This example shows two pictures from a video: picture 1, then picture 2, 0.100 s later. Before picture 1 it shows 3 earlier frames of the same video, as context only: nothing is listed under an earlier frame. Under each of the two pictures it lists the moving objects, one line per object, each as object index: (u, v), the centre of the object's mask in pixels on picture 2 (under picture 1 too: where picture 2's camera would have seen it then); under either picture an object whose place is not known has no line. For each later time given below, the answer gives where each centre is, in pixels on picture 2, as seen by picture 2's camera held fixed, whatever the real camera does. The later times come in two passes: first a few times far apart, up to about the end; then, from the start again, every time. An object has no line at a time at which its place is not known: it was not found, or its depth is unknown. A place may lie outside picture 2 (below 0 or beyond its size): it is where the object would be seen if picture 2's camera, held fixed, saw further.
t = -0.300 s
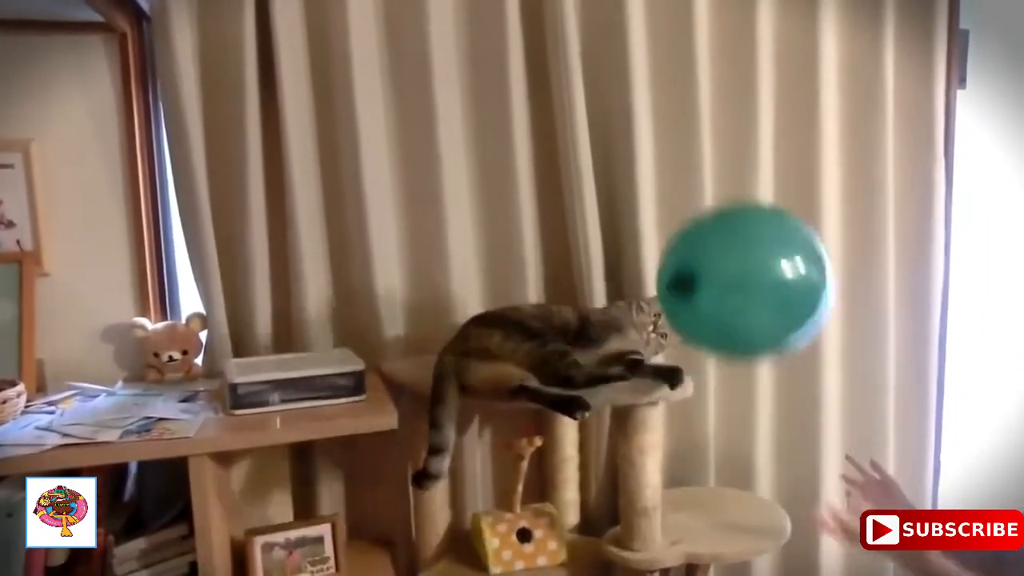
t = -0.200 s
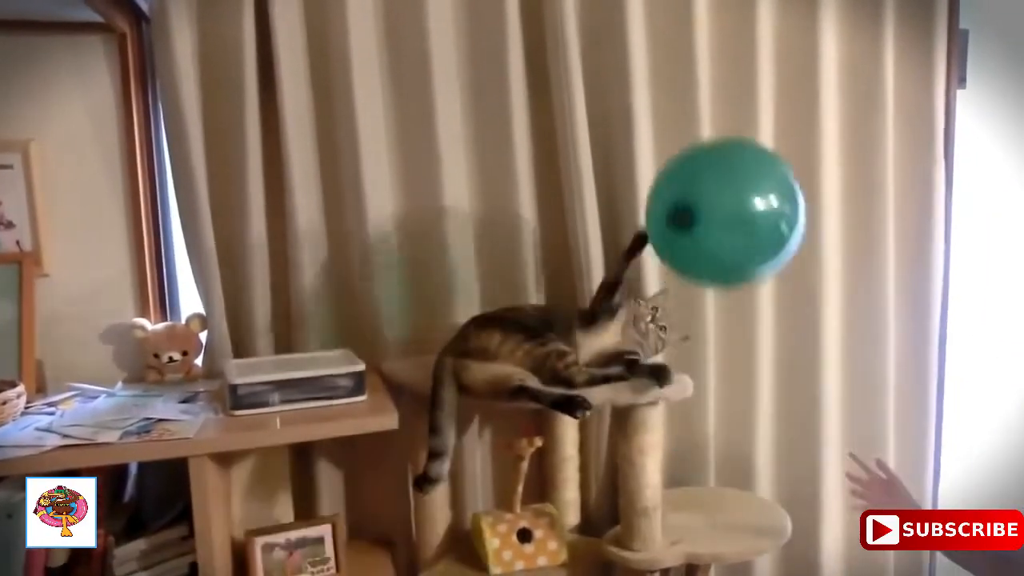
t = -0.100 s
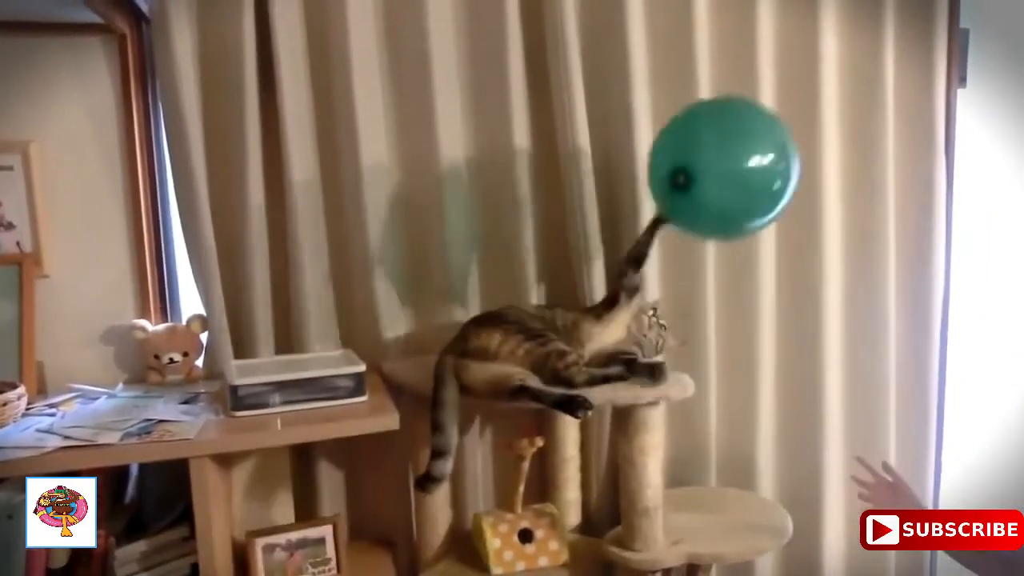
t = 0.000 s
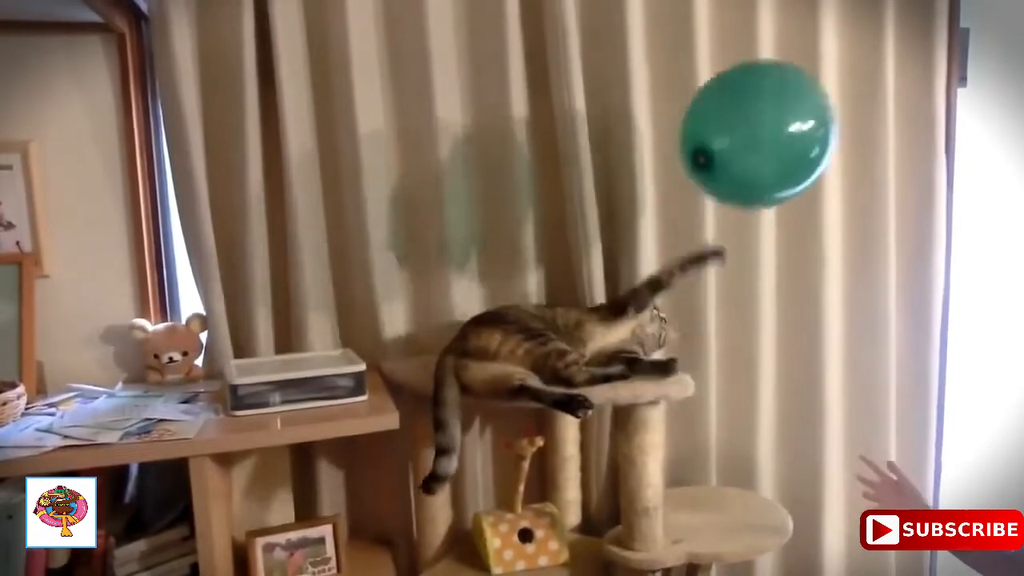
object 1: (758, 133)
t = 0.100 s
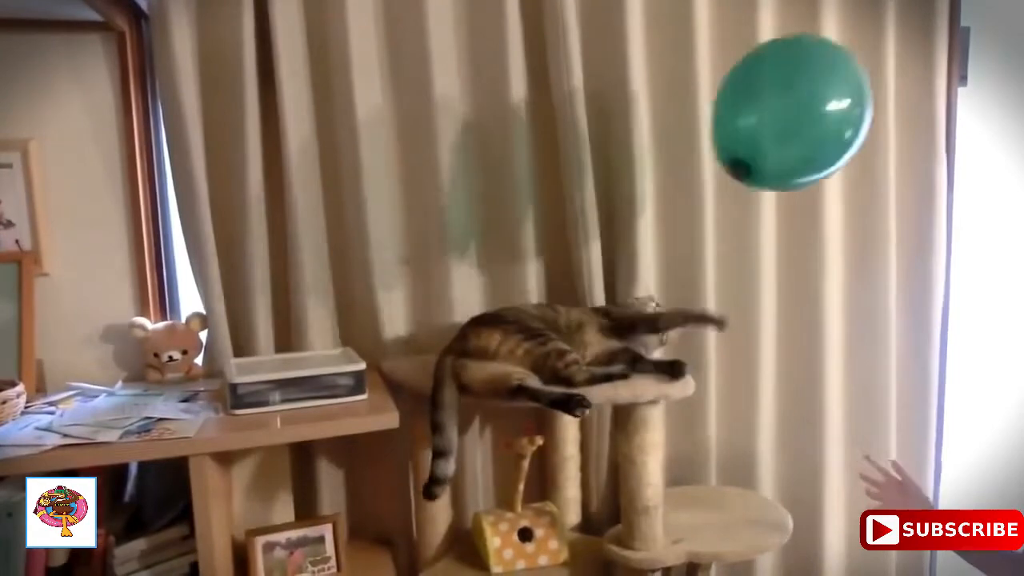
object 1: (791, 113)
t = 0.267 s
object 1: (839, 110)
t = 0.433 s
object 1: (883, 140)
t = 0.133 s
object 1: (801, 109)
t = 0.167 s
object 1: (810, 107)
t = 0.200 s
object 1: (820, 107)
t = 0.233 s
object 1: (830, 107)
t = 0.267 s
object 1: (839, 110)
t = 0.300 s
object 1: (848, 113)
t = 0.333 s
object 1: (857, 118)
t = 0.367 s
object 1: (867, 125)
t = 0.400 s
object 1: (875, 132)
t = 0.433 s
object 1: (883, 140)
